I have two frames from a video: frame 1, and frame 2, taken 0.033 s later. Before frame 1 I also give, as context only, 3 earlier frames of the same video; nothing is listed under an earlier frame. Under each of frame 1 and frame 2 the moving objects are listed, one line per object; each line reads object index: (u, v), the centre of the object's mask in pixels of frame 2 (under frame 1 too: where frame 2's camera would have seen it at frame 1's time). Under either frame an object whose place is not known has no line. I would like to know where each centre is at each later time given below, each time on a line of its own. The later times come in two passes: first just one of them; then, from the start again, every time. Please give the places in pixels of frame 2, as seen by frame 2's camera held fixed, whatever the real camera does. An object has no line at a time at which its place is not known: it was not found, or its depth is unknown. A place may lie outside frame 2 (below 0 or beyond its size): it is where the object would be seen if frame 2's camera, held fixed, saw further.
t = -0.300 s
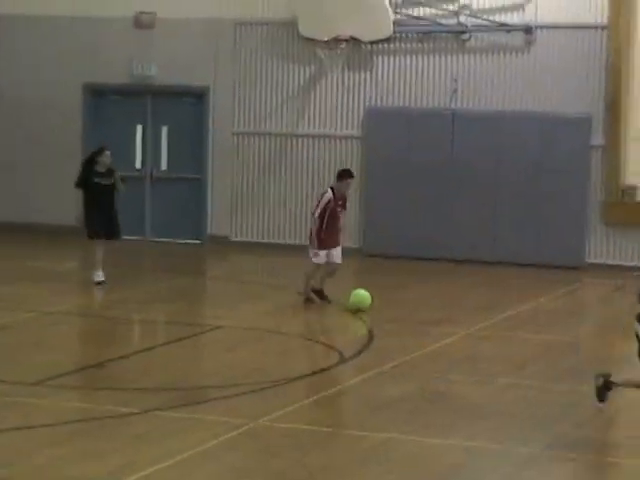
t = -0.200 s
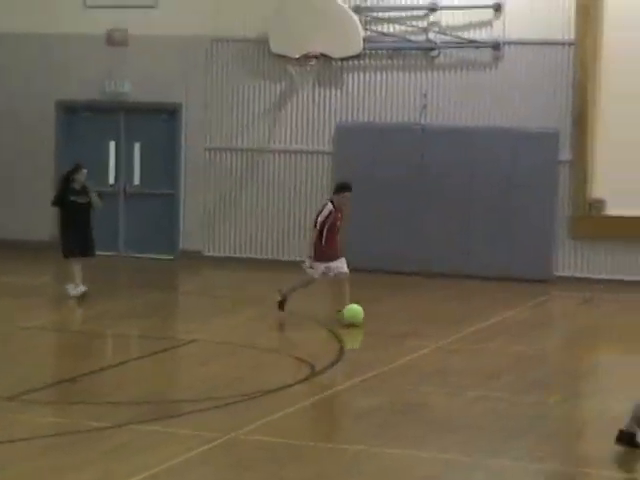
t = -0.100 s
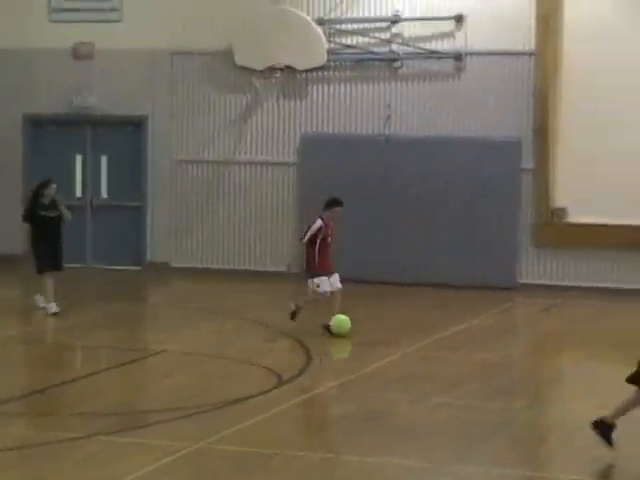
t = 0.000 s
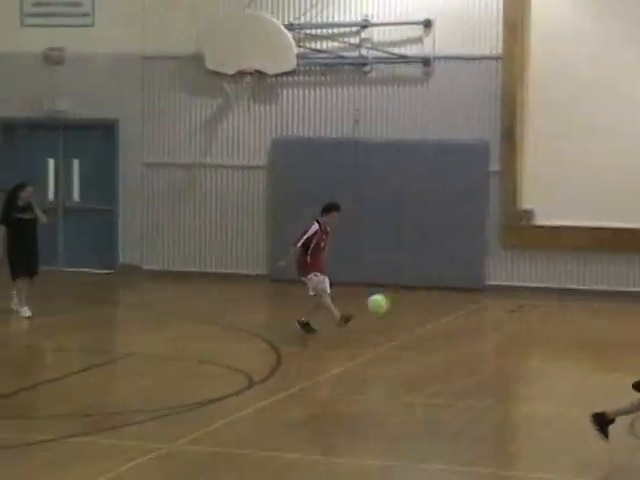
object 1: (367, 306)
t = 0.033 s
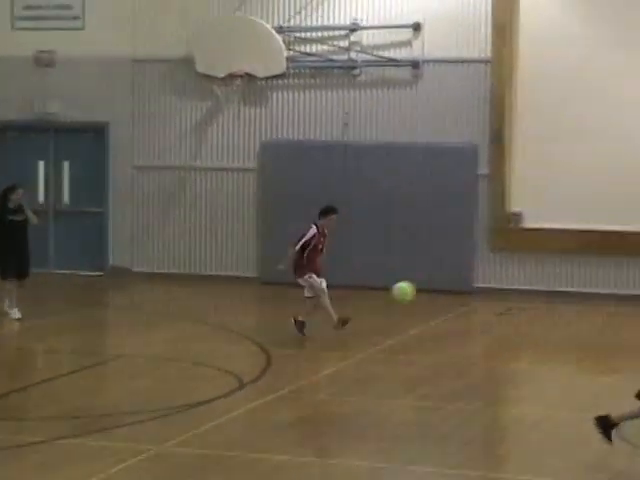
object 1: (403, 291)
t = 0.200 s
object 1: (592, 229)
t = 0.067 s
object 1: (440, 277)
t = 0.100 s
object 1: (477, 263)
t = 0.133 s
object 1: (515, 250)
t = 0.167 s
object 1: (553, 240)
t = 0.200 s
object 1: (592, 229)
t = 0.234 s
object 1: (632, 217)
